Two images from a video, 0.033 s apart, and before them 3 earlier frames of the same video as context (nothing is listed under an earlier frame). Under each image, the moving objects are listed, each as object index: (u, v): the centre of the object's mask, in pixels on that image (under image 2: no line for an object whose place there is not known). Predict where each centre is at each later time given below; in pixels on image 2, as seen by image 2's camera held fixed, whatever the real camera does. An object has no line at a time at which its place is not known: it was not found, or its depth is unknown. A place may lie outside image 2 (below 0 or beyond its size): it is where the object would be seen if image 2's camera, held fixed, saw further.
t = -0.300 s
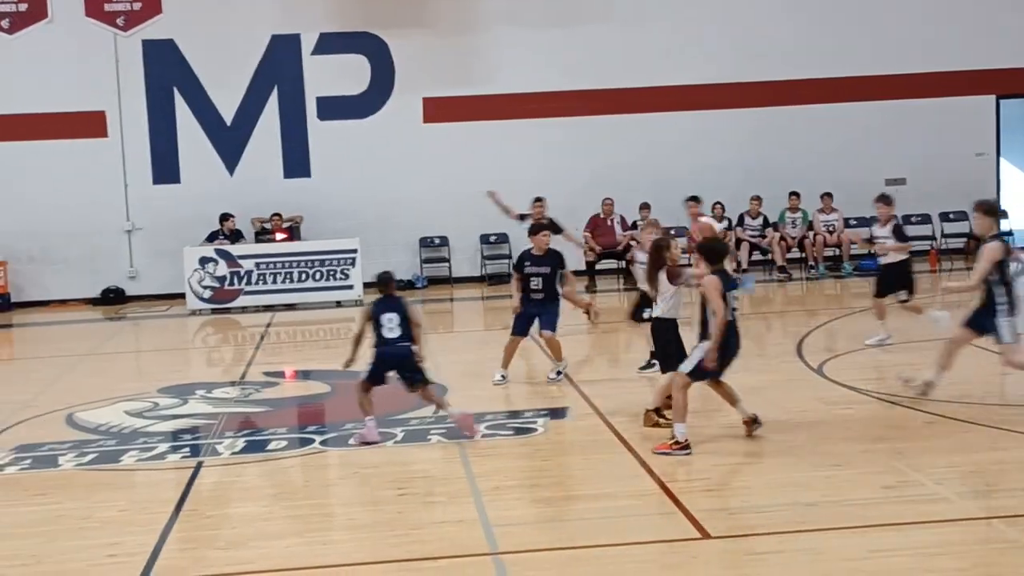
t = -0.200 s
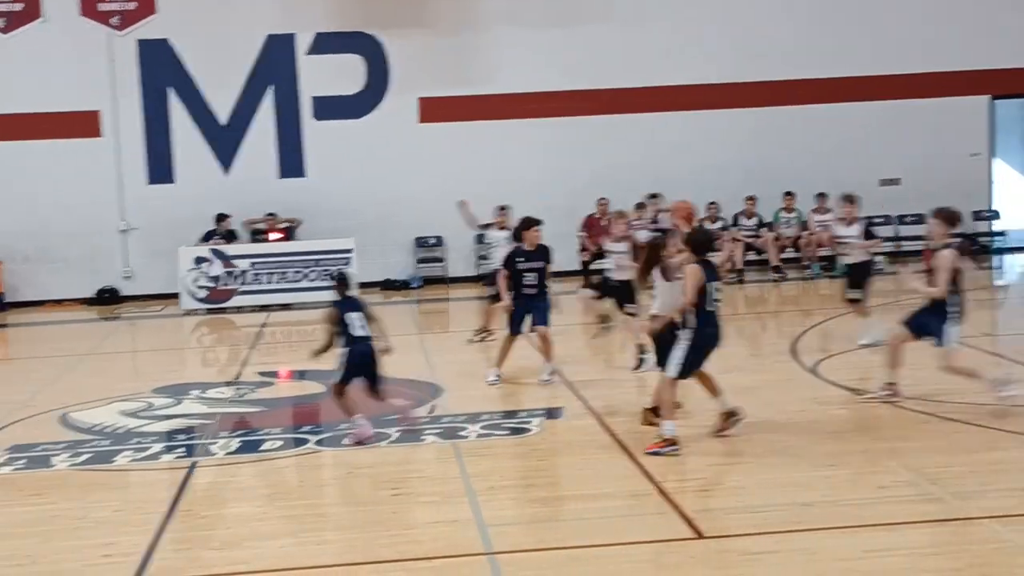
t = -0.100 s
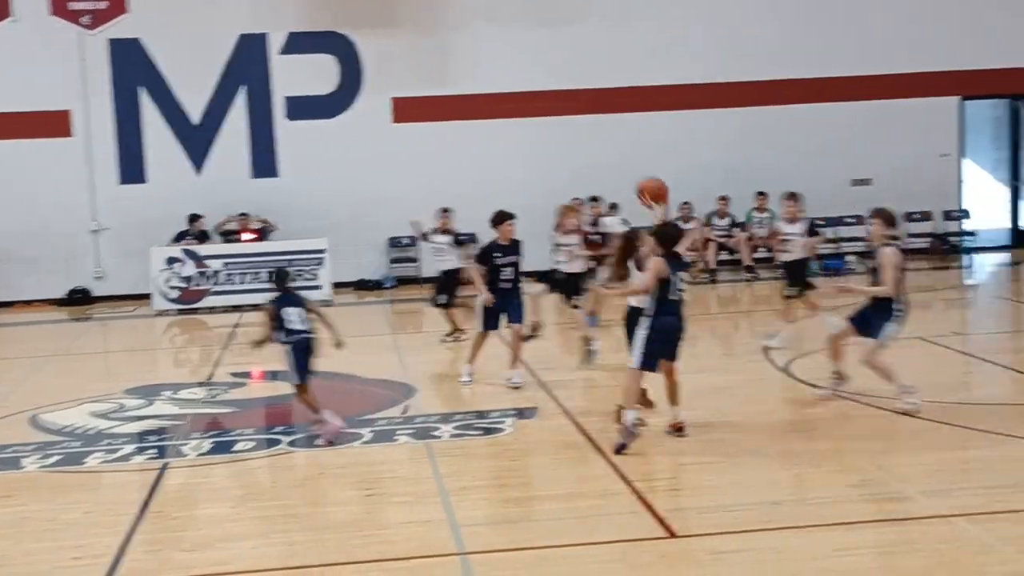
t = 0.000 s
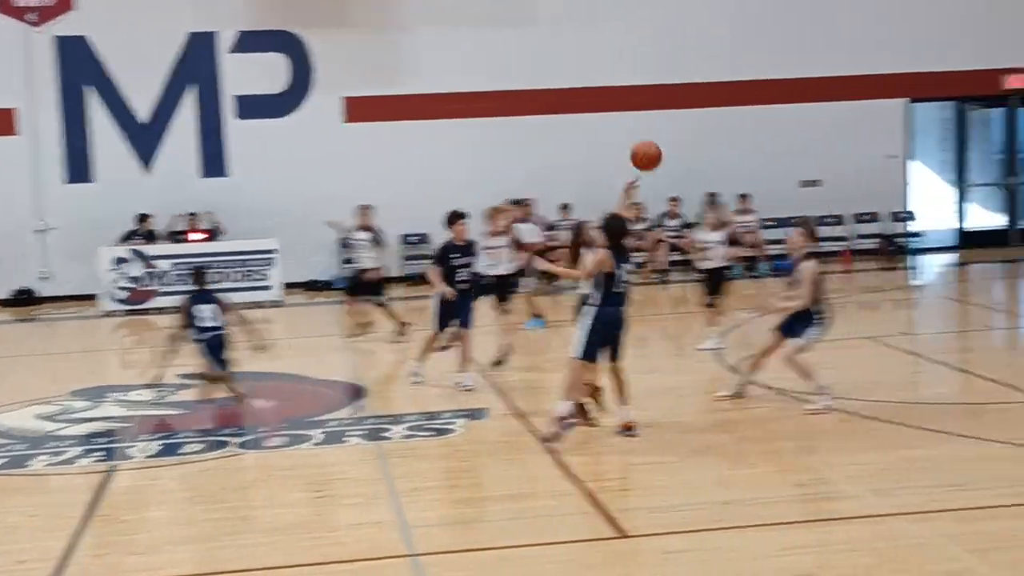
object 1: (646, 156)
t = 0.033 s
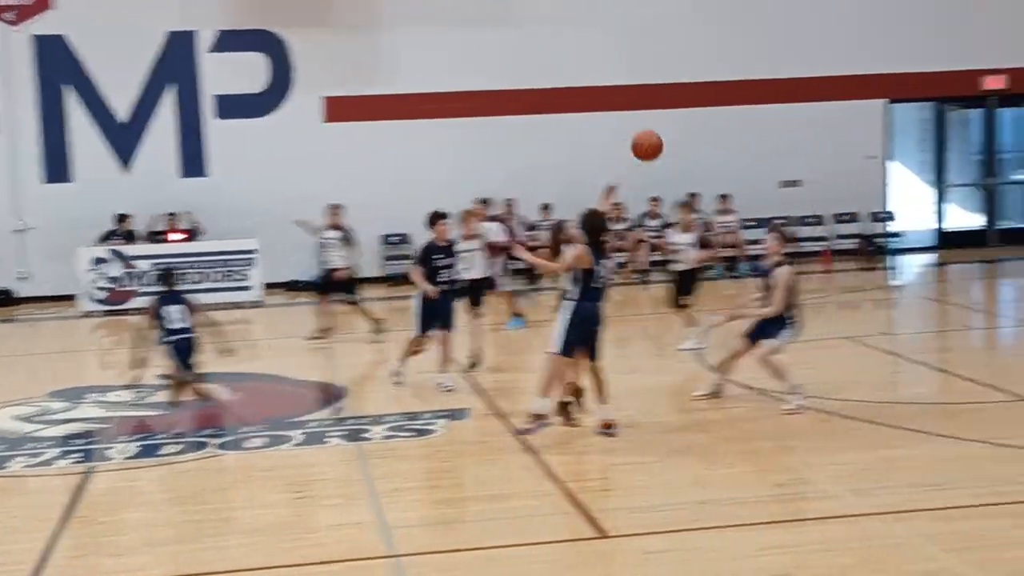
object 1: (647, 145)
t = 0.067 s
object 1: (665, 136)
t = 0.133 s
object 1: (699, 123)
